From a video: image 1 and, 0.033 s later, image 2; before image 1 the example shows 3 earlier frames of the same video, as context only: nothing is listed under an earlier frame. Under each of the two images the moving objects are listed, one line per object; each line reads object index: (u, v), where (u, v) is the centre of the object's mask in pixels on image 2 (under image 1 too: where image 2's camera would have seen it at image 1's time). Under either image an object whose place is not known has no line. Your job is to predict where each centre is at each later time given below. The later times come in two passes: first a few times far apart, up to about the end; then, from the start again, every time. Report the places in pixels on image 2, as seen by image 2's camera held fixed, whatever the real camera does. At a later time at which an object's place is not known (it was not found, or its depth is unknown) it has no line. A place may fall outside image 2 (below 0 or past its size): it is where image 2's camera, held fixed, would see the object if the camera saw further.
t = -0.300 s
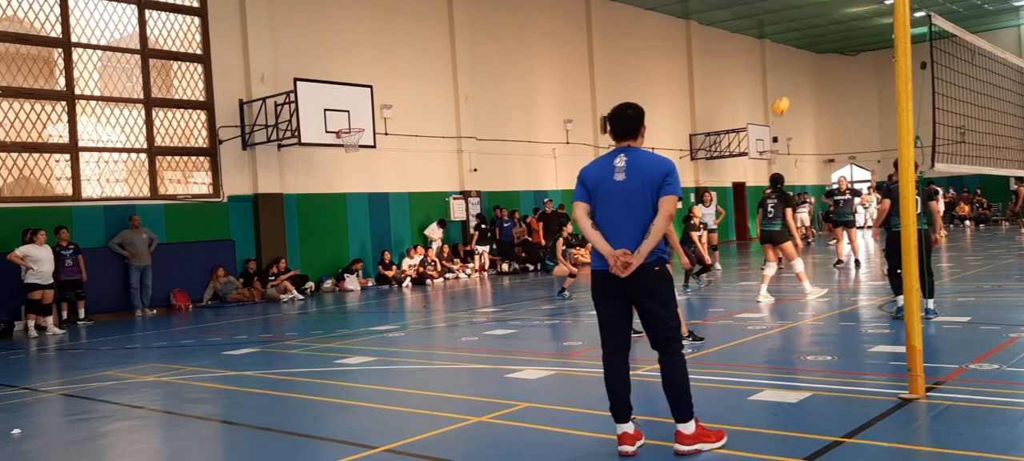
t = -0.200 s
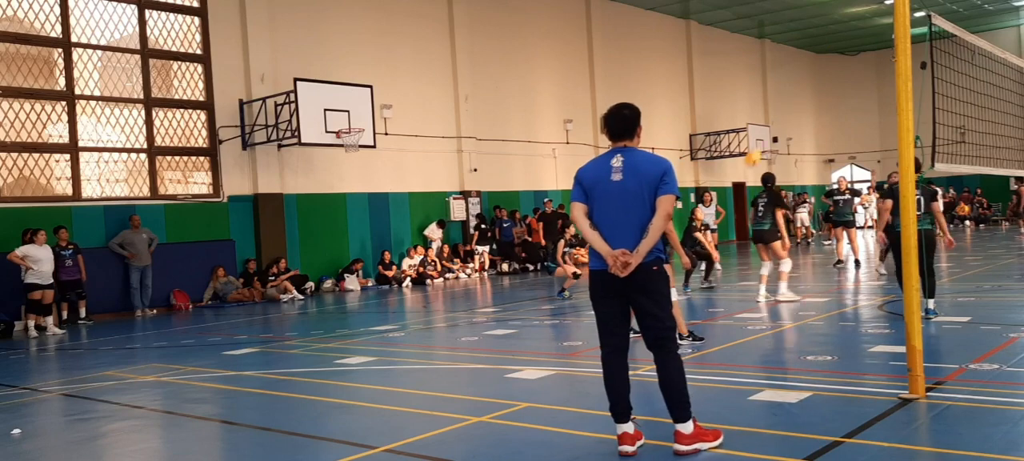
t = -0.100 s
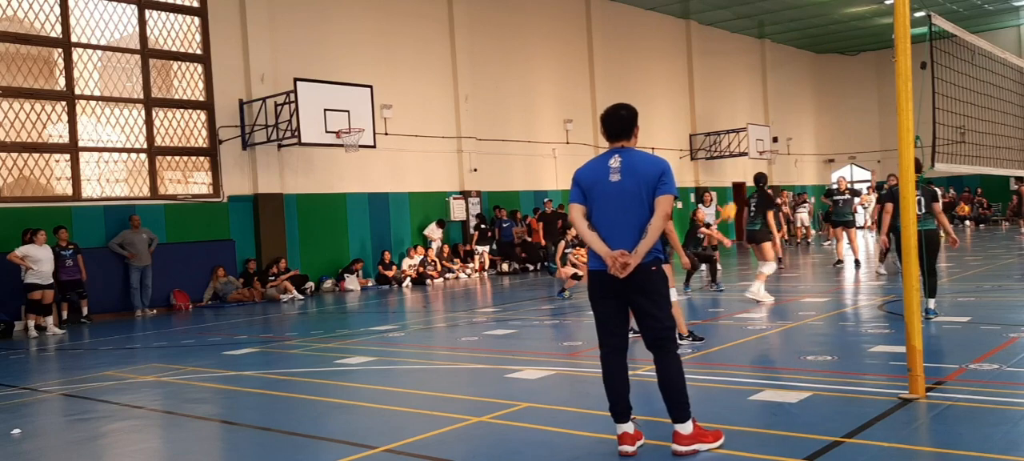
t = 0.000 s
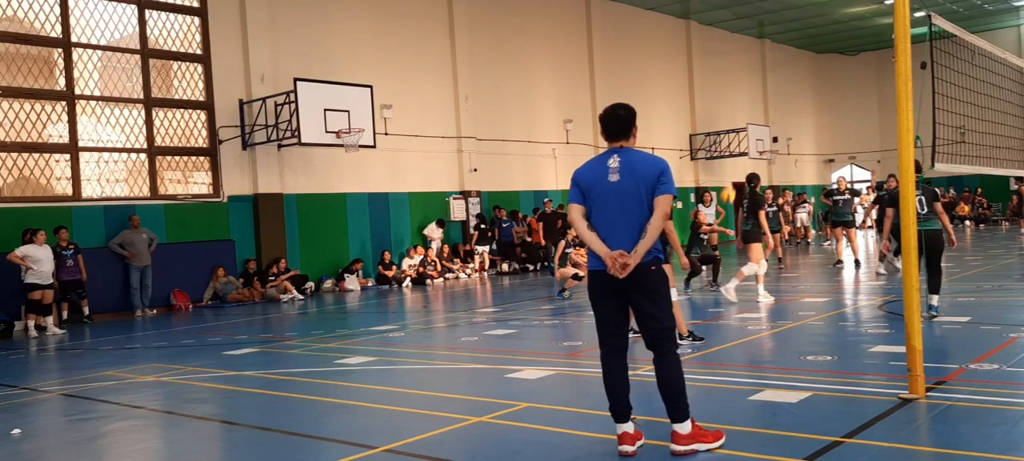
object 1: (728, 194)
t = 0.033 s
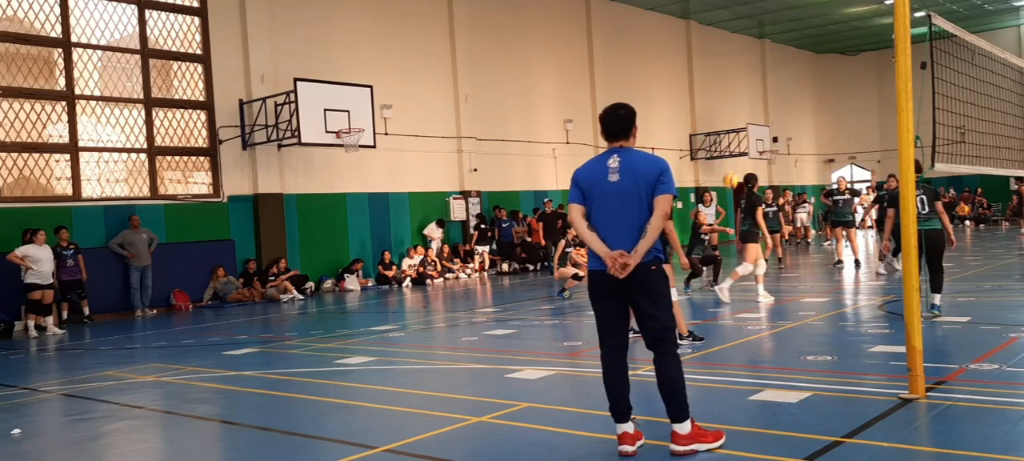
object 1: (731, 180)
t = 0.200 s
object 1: (744, 116)
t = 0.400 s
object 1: (765, 60)
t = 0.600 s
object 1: (789, 31)
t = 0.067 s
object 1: (733, 166)
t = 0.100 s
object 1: (737, 152)
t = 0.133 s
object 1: (740, 139)
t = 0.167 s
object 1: (742, 127)
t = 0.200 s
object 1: (744, 116)
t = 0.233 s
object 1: (748, 105)
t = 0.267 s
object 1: (751, 95)
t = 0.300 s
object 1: (754, 85)
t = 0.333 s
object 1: (758, 76)
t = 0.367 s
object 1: (762, 68)
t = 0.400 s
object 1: (765, 60)
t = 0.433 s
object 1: (769, 54)
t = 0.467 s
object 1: (773, 47)
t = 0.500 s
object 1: (777, 42)
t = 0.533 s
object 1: (781, 38)
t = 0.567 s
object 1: (785, 35)
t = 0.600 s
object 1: (789, 31)
